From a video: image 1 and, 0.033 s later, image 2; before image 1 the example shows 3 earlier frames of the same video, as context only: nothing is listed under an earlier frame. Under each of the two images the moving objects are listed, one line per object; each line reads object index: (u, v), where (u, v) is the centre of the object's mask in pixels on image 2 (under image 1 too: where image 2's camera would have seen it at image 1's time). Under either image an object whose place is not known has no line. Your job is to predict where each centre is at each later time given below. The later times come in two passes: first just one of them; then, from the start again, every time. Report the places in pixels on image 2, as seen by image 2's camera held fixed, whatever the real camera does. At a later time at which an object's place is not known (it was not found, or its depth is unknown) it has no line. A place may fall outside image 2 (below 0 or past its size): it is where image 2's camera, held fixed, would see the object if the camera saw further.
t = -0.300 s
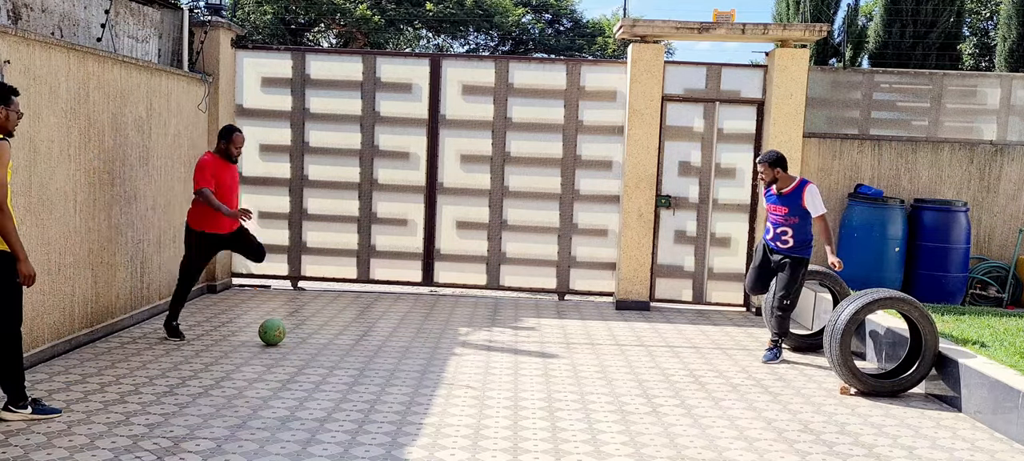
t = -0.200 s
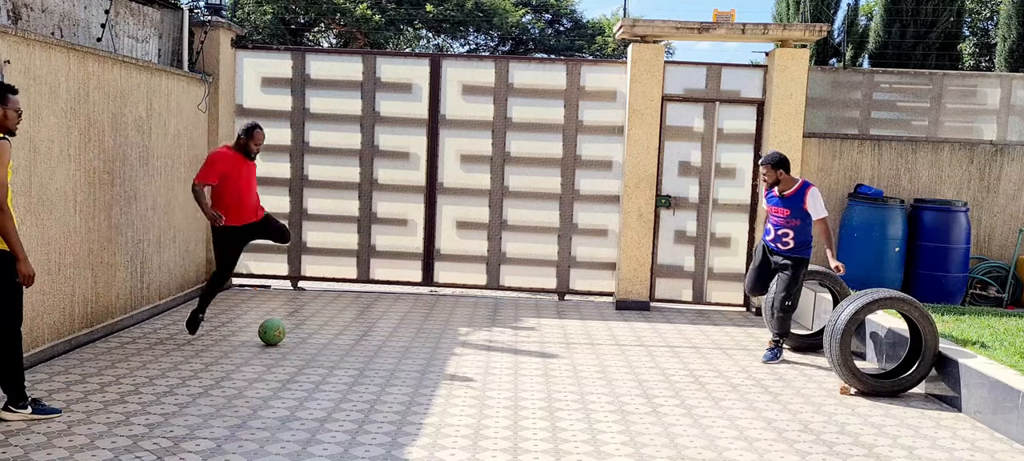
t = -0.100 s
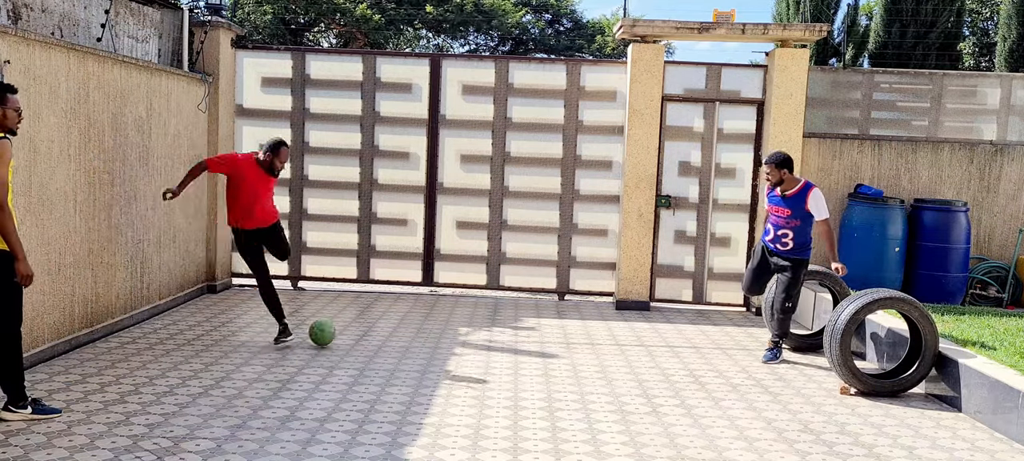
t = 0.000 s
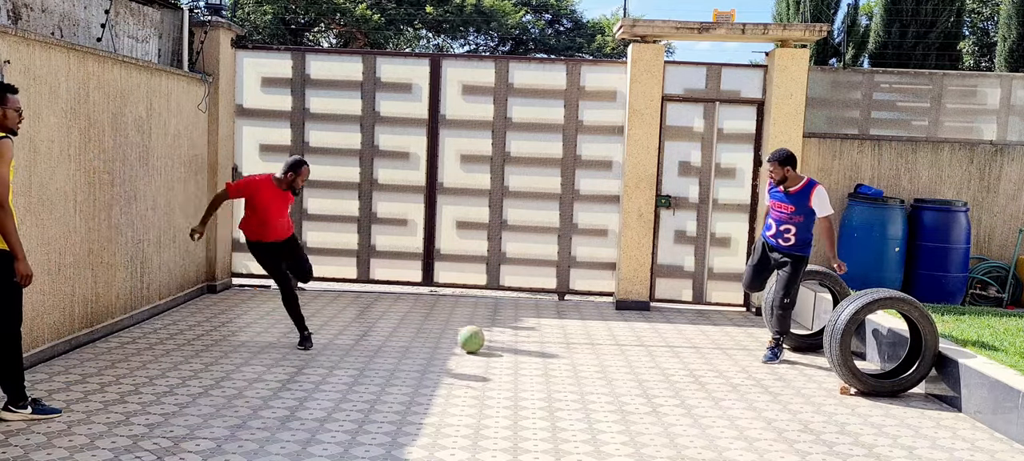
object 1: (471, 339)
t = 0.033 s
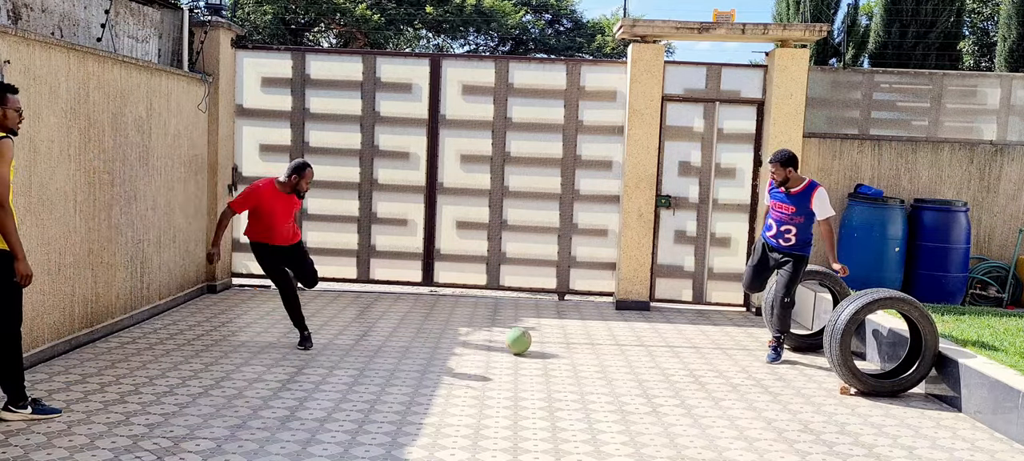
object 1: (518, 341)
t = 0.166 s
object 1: (699, 348)
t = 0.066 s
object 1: (565, 344)
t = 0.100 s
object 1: (612, 346)
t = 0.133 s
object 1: (655, 347)
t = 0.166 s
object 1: (699, 348)
